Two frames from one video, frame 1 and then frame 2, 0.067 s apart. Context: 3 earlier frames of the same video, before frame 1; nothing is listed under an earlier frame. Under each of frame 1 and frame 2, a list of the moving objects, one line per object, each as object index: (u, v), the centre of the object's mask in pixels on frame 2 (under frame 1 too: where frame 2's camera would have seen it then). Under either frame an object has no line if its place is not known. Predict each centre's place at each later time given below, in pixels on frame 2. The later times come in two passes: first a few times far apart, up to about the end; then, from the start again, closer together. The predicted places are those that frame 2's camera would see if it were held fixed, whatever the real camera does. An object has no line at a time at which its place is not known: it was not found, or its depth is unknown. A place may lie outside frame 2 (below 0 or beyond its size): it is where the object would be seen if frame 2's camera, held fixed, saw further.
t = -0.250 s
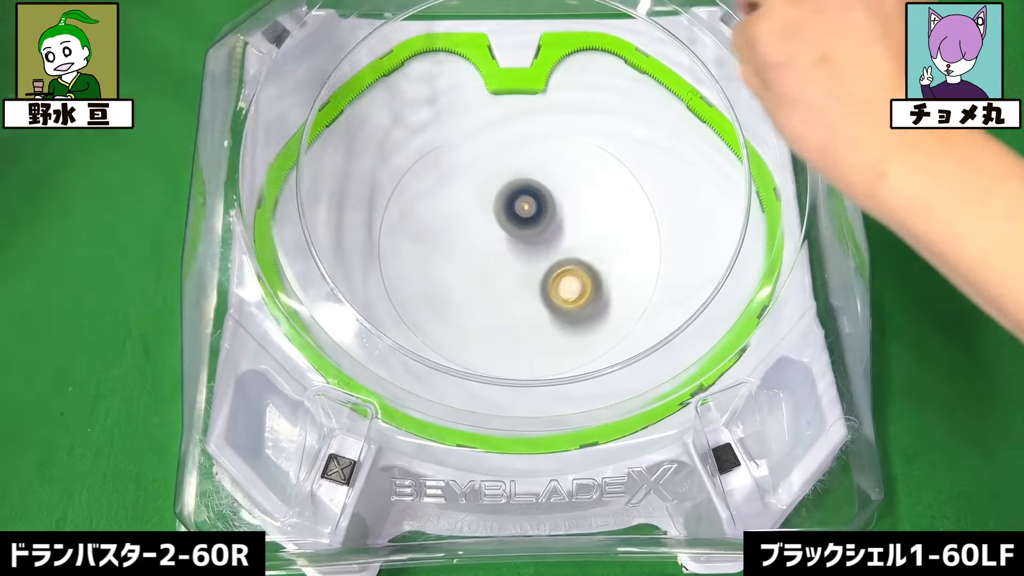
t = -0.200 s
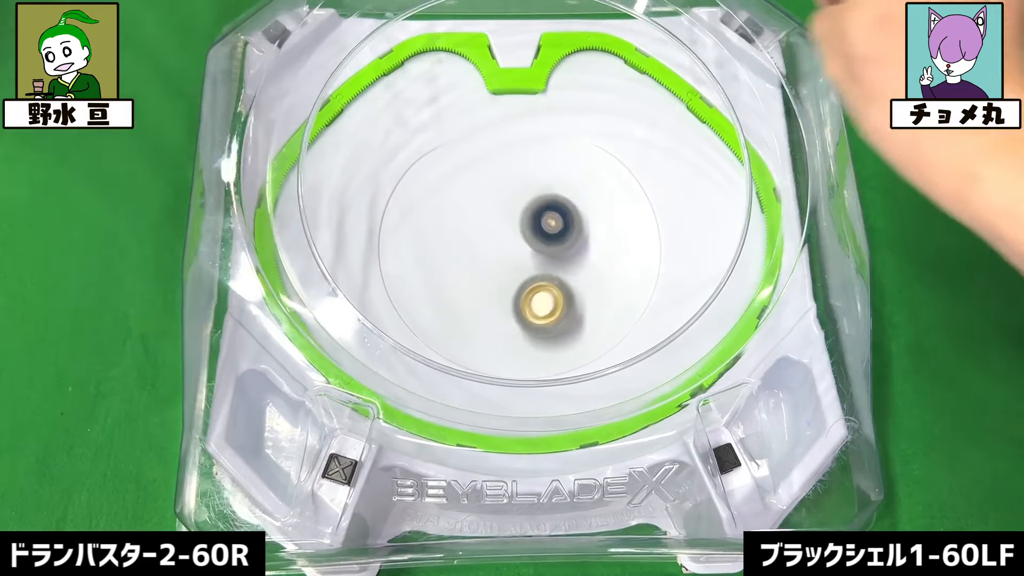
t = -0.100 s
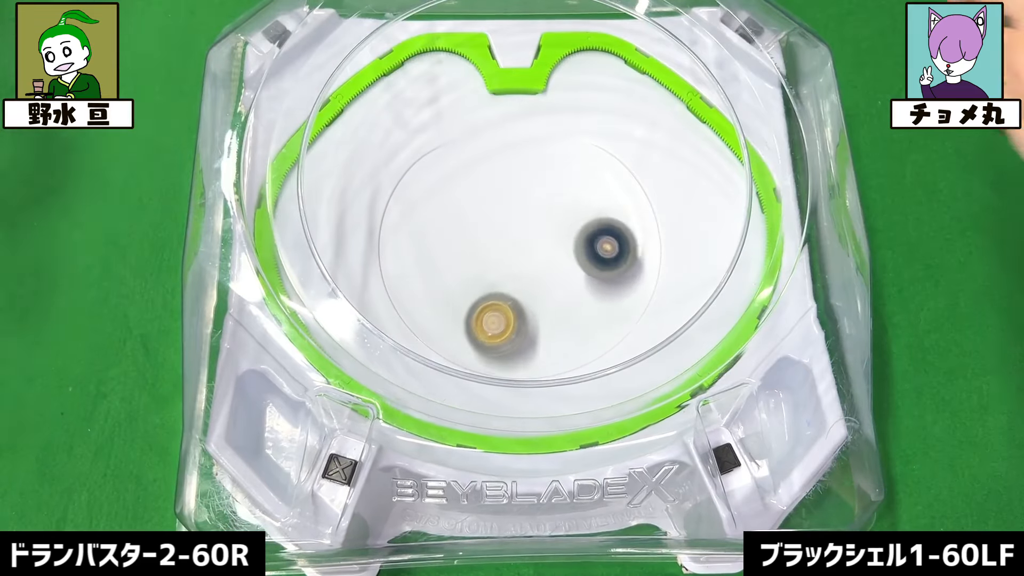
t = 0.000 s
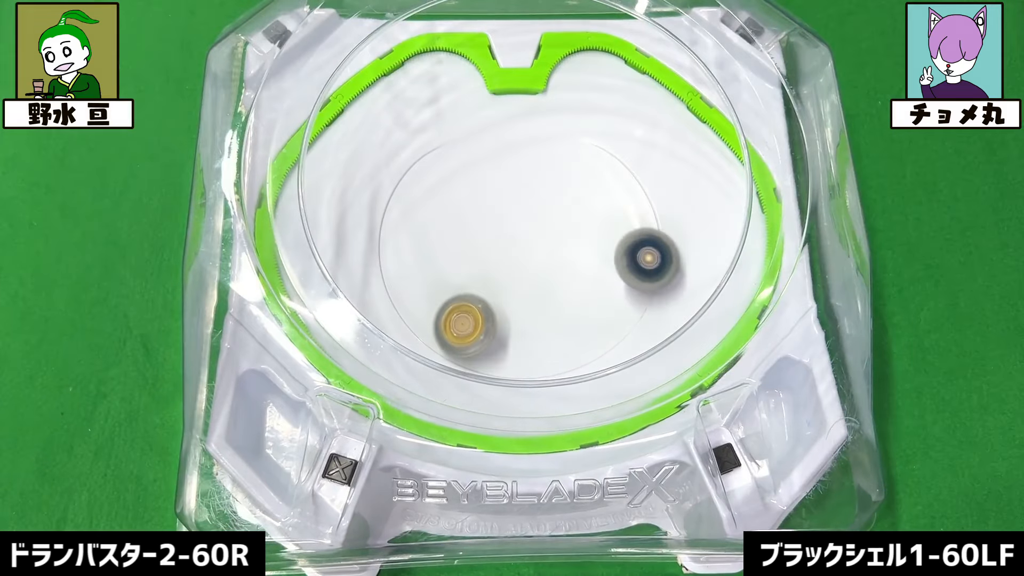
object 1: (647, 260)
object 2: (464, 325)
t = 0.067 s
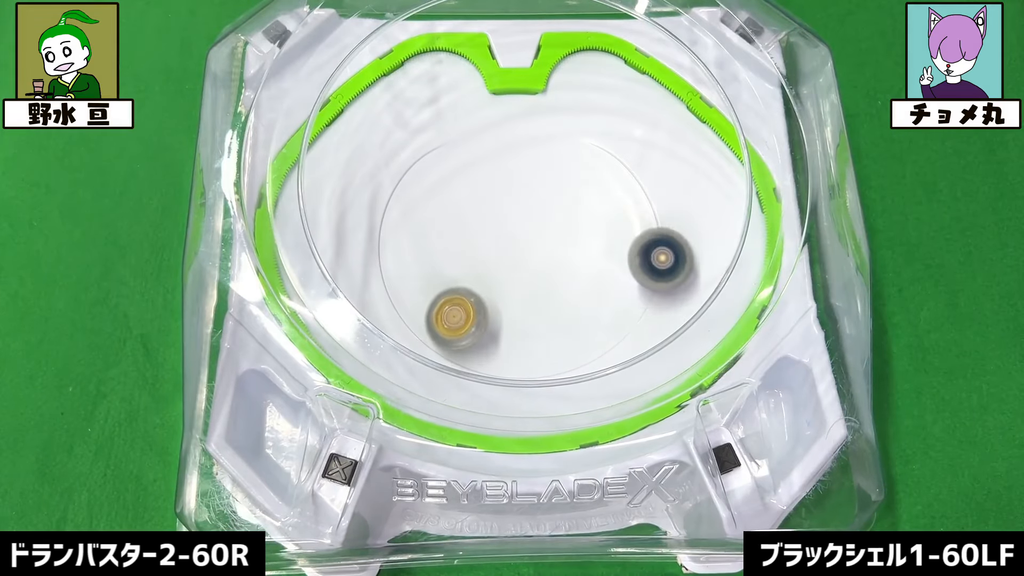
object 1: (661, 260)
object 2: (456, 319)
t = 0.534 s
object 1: (508, 167)
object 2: (578, 249)
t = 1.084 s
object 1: (340, 182)
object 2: (763, 215)
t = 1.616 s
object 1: (564, 325)
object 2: (418, 255)
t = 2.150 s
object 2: (684, 106)
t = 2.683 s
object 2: (776, 222)
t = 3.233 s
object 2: (453, 340)
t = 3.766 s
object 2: (366, 186)
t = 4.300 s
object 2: (674, 242)
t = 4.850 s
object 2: (305, 304)
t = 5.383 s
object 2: (517, 224)
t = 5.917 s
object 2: (391, 91)
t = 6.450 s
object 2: (492, 242)
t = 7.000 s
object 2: (393, 20)
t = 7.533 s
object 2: (339, 124)
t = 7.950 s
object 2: (779, 146)
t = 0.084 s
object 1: (660, 259)
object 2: (456, 316)
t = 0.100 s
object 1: (657, 257)
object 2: (457, 313)
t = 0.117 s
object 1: (654, 255)
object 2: (458, 310)
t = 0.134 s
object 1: (650, 253)
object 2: (460, 307)
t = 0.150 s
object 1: (646, 250)
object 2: (462, 304)
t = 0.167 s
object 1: (641, 248)
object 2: (465, 300)
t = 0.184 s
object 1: (635, 244)
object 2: (469, 296)
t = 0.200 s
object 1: (629, 241)
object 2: (473, 292)
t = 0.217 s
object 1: (622, 237)
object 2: (477, 288)
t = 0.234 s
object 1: (615, 233)
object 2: (482, 284)
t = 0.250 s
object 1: (607, 229)
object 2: (487, 280)
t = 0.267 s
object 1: (599, 224)
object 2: (493, 276)
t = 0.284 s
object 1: (592, 220)
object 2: (498, 272)
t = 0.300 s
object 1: (583, 215)
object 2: (504, 268)
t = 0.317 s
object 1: (575, 210)
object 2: (510, 264)
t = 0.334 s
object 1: (568, 206)
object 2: (517, 260)
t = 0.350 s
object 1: (561, 201)
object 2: (523, 258)
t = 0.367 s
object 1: (554, 196)
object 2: (529, 254)
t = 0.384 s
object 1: (547, 191)
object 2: (534, 252)
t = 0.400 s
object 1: (541, 186)
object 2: (540, 250)
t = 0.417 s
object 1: (535, 182)
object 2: (546, 248)
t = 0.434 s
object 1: (530, 177)
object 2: (551, 248)
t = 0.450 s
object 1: (525, 172)
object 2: (556, 247)
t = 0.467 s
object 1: (521, 169)
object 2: (560, 246)
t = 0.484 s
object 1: (517, 167)
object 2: (565, 246)
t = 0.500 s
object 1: (514, 166)
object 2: (569, 247)
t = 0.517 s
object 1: (511, 166)
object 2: (574, 248)
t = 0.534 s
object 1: (508, 167)
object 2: (578, 249)
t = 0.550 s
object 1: (506, 169)
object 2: (581, 251)
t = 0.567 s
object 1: (504, 172)
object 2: (584, 253)
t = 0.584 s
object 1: (503, 176)
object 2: (587, 255)
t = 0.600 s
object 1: (502, 180)
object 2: (590, 257)
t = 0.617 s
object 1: (502, 185)
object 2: (592, 260)
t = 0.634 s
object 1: (502, 191)
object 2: (594, 263)
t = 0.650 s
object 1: (503, 198)
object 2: (597, 266)
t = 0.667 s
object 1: (505, 205)
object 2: (599, 269)
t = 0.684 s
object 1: (507, 212)
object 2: (601, 272)
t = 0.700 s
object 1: (510, 220)
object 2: (603, 275)
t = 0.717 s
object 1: (514, 228)
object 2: (605, 278)
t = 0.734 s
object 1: (518, 236)
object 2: (607, 281)
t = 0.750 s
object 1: (523, 244)
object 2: (610, 283)
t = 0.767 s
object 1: (529, 252)
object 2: (612, 285)
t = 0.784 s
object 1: (535, 259)
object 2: (615, 288)
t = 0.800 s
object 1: (541, 266)
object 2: (617, 289)
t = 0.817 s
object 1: (549, 273)
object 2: (620, 291)
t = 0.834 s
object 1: (554, 279)
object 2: (623, 291)
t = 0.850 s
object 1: (528, 273)
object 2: (653, 292)
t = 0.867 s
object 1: (501, 266)
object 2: (676, 290)
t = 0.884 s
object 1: (474, 258)
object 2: (698, 288)
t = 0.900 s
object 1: (448, 249)
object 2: (722, 293)
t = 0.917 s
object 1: (424, 241)
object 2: (743, 296)
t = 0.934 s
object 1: (401, 231)
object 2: (765, 301)
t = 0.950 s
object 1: (379, 222)
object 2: (785, 304)
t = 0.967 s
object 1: (369, 214)
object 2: (804, 303)
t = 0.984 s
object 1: (364, 207)
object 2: (802, 287)
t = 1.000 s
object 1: (358, 200)
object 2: (797, 273)
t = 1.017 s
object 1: (353, 196)
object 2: (791, 262)
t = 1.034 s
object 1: (349, 193)
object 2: (784, 251)
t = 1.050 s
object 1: (346, 188)
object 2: (777, 239)
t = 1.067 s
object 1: (342, 184)
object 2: (771, 227)
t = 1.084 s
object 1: (340, 182)
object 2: (763, 215)
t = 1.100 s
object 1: (337, 179)
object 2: (754, 205)
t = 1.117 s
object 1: (336, 179)
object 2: (746, 197)
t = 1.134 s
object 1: (334, 177)
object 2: (738, 186)
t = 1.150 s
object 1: (334, 177)
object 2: (730, 177)
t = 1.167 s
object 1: (334, 177)
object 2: (721, 169)
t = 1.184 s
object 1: (334, 179)
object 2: (714, 161)
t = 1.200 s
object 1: (334, 181)
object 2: (705, 153)
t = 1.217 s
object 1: (335, 182)
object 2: (697, 147)
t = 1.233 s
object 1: (336, 186)
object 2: (688, 140)
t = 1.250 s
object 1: (338, 190)
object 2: (680, 136)
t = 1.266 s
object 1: (341, 194)
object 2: (670, 131)
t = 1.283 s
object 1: (344, 199)
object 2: (662, 128)
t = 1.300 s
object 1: (347, 204)
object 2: (650, 125)
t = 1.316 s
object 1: (351, 210)
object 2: (642, 124)
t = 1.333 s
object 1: (355, 216)
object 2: (632, 124)
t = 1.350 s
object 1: (360, 223)
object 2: (621, 124)
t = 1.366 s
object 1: (365, 230)
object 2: (612, 126)
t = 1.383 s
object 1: (370, 237)
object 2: (601, 128)
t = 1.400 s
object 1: (377, 245)
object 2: (589, 130)
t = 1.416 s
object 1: (385, 254)
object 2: (577, 135)
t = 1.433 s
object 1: (394, 262)
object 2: (564, 140)
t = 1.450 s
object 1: (404, 271)
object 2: (552, 147)
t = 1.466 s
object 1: (415, 279)
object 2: (538, 155)
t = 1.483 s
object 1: (428, 287)
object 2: (523, 162)
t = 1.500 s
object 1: (442, 295)
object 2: (510, 172)
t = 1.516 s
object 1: (456, 301)
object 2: (496, 181)
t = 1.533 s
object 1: (471, 308)
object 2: (481, 192)
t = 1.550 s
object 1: (488, 314)
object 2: (468, 204)
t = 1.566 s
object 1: (505, 317)
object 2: (455, 216)
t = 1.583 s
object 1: (525, 322)
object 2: (442, 229)
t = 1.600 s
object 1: (544, 324)
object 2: (430, 241)
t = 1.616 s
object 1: (564, 325)
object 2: (418, 255)
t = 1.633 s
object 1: (582, 325)
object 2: (408, 269)
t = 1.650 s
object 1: (600, 322)
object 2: (398, 283)
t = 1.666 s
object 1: (620, 321)
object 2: (389, 297)
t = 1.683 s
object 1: (637, 316)
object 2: (390, 305)
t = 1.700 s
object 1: (643, 300)
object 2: (392, 312)
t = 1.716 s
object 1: (649, 286)
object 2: (389, 327)
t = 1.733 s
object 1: (653, 275)
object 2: (389, 341)
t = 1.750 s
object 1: (658, 264)
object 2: (390, 352)
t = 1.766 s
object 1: (657, 249)
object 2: (392, 360)
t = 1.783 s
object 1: (654, 234)
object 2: (392, 375)
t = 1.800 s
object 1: (651, 219)
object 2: (397, 387)
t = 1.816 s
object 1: (647, 205)
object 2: (411, 393)
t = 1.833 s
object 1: (641, 190)
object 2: (438, 390)
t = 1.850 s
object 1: (635, 174)
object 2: (462, 384)
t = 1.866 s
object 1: (628, 160)
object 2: (487, 386)
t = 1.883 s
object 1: (618, 148)
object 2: (514, 388)
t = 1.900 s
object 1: (603, 139)
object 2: (539, 387)
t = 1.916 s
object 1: (590, 133)
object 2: (563, 382)
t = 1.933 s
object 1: (574, 126)
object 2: (585, 378)
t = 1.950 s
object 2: (607, 374)
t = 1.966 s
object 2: (629, 370)
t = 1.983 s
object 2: (651, 364)
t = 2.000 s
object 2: (670, 357)
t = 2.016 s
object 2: (691, 353)
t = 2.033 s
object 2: (703, 321)
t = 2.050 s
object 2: (716, 293)
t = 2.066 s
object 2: (725, 264)
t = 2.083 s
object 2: (736, 236)
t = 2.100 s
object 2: (746, 207)
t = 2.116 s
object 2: (750, 179)
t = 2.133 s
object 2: (717, 140)
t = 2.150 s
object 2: (684, 106)
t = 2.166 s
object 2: (651, 70)
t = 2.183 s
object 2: (606, 43)
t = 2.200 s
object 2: (561, 46)
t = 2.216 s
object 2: (533, 76)
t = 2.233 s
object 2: (504, 107)
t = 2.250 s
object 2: (472, 143)
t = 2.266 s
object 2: (441, 180)
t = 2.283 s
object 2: (408, 222)
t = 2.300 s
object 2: (380, 267)
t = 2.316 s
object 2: (384, 288)
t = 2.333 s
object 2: (391, 309)
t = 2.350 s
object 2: (396, 333)
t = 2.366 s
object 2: (404, 360)
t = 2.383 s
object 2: (410, 391)
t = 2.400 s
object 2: (420, 424)
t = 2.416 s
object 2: (450, 415)
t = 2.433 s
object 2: (482, 404)
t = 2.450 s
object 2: (515, 391)
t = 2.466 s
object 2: (547, 384)
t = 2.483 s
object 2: (579, 377)
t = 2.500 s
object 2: (609, 372)
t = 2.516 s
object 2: (638, 367)
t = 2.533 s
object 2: (663, 360)
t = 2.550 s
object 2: (688, 344)
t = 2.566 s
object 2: (714, 329)
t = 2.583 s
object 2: (737, 316)
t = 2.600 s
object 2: (756, 301)
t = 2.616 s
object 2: (778, 286)
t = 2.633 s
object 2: (797, 269)
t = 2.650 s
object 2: (803, 255)
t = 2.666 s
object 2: (793, 239)
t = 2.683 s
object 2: (776, 222)
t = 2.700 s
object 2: (754, 206)
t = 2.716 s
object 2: (736, 193)
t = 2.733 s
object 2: (718, 175)
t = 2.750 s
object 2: (700, 158)
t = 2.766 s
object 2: (683, 143)
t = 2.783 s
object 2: (663, 123)
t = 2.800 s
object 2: (643, 106)
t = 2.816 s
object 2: (624, 89)
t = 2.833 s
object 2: (605, 72)
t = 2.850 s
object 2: (584, 54)
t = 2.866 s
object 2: (568, 46)
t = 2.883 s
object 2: (567, 56)
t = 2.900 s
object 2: (565, 68)
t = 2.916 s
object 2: (564, 84)
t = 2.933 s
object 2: (561, 101)
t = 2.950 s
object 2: (558, 120)
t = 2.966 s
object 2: (557, 145)
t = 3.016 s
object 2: (555, 235)
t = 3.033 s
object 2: (561, 295)
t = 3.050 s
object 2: (569, 354)
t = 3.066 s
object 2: (579, 414)
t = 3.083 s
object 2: (575, 427)
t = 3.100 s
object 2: (561, 402)
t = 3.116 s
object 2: (547, 381)
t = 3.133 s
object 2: (532, 367)
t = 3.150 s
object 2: (518, 362)
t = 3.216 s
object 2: (462, 344)
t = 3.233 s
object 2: (453, 340)
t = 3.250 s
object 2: (450, 318)
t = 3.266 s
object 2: (448, 297)
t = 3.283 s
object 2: (446, 277)
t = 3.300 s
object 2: (445, 258)
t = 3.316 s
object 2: (444, 241)
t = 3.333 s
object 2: (443, 222)
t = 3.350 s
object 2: (442, 200)
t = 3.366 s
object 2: (440, 180)
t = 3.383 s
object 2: (439, 161)
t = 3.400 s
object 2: (439, 144)
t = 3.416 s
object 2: (438, 125)
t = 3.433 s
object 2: (440, 110)
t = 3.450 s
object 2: (440, 95)
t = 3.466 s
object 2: (440, 82)
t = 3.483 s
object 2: (441, 66)
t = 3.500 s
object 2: (442, 53)
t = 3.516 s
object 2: (440, 39)
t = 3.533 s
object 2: (433, 40)
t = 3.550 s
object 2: (425, 46)
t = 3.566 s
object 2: (417, 54)
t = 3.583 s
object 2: (410, 65)
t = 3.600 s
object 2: (403, 77)
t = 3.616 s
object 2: (397, 92)
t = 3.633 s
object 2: (391, 103)
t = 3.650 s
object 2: (387, 112)
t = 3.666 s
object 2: (382, 122)
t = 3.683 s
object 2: (378, 135)
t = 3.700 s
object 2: (375, 146)
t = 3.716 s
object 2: (372, 156)
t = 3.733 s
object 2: (370, 166)
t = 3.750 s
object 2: (368, 175)
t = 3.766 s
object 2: (366, 186)
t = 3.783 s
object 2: (365, 196)
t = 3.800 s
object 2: (365, 205)
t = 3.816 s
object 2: (365, 214)
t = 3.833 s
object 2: (366, 224)
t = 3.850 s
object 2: (368, 233)
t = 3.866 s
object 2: (371, 242)
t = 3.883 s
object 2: (374, 250)
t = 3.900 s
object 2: (378, 259)
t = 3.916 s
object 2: (383, 266)
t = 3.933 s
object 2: (389, 273)
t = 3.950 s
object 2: (395, 279)
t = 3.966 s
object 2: (402, 286)
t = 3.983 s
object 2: (412, 292)
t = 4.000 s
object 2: (422, 298)
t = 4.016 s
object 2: (433, 303)
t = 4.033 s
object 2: (445, 307)
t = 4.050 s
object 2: (458, 309)
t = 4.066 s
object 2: (474, 310)
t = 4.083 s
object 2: (488, 314)
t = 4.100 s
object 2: (505, 314)
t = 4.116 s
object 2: (521, 313)
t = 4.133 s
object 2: (538, 310)
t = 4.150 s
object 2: (554, 308)
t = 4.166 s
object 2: (571, 303)
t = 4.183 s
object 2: (587, 299)
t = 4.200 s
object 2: (603, 293)
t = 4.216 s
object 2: (619, 287)
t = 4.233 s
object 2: (634, 278)
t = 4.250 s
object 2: (649, 270)
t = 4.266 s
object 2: (662, 263)
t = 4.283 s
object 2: (668, 251)
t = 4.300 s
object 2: (674, 242)
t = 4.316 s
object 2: (677, 232)
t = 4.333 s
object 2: (682, 224)
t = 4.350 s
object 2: (688, 214)
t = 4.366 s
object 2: (693, 205)
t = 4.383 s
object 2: (681, 201)
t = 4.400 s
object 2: (658, 204)
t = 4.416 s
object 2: (634, 206)
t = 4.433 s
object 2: (610, 208)
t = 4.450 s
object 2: (586, 211)
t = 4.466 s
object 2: (562, 213)
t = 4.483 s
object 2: (538, 215)
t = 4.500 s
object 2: (515, 217)
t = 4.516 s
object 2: (493, 219)
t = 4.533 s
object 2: (472, 221)
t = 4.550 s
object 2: (450, 223)
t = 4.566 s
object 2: (430, 224)
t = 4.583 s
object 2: (411, 226)
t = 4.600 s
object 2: (392, 228)
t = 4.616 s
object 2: (375, 230)
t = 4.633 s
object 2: (365, 234)
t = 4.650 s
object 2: (356, 236)
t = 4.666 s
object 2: (349, 240)
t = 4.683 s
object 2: (343, 245)
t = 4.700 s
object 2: (335, 251)
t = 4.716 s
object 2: (329, 254)
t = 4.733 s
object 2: (324, 259)
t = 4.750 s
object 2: (320, 265)
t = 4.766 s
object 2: (316, 270)
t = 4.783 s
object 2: (315, 273)
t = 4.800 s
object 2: (311, 280)
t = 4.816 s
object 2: (309, 285)
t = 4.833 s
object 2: (305, 296)
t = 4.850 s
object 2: (305, 304)
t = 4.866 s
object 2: (303, 311)
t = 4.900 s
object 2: (367, 328)
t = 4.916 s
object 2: (378, 338)
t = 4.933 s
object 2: (404, 348)
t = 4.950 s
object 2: (431, 357)
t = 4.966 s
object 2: (459, 366)
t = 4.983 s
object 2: (485, 371)
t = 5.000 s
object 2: (504, 373)
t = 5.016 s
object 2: (509, 371)
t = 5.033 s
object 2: (514, 370)
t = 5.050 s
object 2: (519, 370)
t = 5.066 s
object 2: (524, 371)
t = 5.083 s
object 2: (529, 367)
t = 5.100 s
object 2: (533, 363)
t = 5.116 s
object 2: (536, 359)
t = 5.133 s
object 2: (540, 357)
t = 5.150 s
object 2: (542, 354)
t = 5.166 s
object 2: (546, 347)
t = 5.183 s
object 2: (546, 340)
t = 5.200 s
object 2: (546, 331)
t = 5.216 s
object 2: (546, 321)
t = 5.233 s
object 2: (546, 314)
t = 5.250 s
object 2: (545, 304)
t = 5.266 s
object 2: (543, 294)
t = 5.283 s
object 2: (541, 284)
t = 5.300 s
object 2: (538, 274)
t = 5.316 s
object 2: (534, 264)
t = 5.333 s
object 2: (531, 255)
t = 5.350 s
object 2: (527, 244)
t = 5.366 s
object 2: (522, 234)
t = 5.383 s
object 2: (517, 224)
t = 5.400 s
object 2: (512, 214)
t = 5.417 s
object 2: (507, 205)
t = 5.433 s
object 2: (501, 196)
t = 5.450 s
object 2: (494, 188)
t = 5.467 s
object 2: (488, 179)
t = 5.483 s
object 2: (482, 171)
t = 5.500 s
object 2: (475, 164)
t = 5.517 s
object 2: (469, 157)
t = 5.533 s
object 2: (463, 150)
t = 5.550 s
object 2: (456, 145)
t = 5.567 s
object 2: (451, 140)
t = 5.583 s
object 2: (444, 136)
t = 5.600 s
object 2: (438, 131)
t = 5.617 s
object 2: (434, 129)
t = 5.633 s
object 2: (430, 128)
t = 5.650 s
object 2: (425, 127)
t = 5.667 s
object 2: (421, 125)
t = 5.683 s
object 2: (418, 123)
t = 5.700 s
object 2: (415, 122)
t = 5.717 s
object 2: (412, 121)
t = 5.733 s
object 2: (410, 119)
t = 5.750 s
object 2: (406, 117)
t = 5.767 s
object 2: (403, 114)
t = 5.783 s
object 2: (401, 112)
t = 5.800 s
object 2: (399, 109)
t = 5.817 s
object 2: (397, 107)
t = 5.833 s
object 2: (396, 105)
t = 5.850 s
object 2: (394, 103)
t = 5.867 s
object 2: (393, 100)
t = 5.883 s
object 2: (392, 97)
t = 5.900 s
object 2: (391, 94)
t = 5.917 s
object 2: (391, 91)
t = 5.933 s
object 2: (390, 88)
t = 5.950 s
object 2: (390, 85)
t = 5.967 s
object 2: (390, 81)
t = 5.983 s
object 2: (390, 77)
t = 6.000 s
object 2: (390, 73)
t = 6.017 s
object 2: (391, 69)
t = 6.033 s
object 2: (392, 65)
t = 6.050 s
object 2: (391, 67)
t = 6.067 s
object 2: (393, 79)
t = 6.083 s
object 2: (397, 96)
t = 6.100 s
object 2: (402, 110)
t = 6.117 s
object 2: (406, 124)
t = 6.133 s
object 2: (410, 139)
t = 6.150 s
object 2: (416, 153)
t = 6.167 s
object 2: (421, 169)
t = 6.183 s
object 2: (426, 184)
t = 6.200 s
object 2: (434, 198)
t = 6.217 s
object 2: (441, 214)
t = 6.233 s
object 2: (449, 228)
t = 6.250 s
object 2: (458, 243)
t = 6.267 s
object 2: (467, 255)
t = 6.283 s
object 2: (469, 253)
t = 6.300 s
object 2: (471, 250)
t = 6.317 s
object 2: (472, 247)
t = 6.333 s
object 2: (474, 247)
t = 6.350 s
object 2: (477, 248)
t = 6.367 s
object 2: (478, 250)
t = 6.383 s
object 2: (481, 249)
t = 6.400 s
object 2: (484, 246)
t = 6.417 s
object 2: (487, 244)
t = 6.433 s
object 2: (490, 244)
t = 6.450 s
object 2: (492, 242)
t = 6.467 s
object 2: (497, 241)
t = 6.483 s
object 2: (502, 240)
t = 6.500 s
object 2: (506, 240)
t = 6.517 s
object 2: (512, 239)
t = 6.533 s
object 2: (518, 239)
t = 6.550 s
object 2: (524, 239)
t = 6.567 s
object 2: (531, 239)
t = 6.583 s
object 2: (537, 239)
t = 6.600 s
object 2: (544, 240)
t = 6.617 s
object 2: (552, 241)
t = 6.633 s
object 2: (558, 241)
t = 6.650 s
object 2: (565, 241)
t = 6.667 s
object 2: (573, 243)
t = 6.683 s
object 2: (581, 244)
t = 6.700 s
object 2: (589, 245)
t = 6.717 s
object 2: (596, 245)
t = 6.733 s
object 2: (604, 246)
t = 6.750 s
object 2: (612, 246)
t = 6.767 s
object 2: (619, 247)
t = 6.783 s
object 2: (628, 248)
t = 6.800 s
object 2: (635, 246)
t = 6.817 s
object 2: (614, 221)
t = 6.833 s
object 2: (589, 191)
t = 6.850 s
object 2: (564, 168)
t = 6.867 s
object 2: (538, 143)
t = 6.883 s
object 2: (516, 117)
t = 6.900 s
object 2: (492, 93)
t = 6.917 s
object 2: (470, 71)
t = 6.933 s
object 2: (447, 48)
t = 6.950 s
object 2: (425, 32)
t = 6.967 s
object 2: (414, 22)
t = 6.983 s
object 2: (405, 18)
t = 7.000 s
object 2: (393, 20)
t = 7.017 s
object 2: (381, 28)
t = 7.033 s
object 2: (372, 32)
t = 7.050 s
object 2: (363, 35)
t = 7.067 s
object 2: (354, 39)
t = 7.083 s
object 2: (344, 45)
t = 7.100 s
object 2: (336, 47)
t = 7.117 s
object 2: (327, 51)
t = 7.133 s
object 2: (319, 53)
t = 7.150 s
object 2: (313, 58)
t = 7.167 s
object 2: (307, 62)
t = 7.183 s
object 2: (302, 69)
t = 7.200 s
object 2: (298, 73)
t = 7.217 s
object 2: (293, 76)
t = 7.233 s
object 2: (289, 79)
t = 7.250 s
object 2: (287, 83)
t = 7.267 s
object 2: (285, 87)
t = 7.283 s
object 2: (283, 88)
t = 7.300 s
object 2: (282, 92)
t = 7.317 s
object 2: (281, 94)
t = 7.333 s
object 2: (281, 96)
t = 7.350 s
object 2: (282, 98)
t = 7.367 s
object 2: (282, 100)
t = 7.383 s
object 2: (283, 101)
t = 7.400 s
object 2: (285, 103)
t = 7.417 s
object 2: (287, 104)
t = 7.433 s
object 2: (291, 105)
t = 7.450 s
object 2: (299, 108)
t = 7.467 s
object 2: (305, 109)
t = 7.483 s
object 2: (313, 111)
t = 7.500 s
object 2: (320, 113)
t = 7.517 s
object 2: (329, 117)
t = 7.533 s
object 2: (339, 124)
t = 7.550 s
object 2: (346, 129)
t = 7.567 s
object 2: (356, 133)
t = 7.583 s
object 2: (364, 137)
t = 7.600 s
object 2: (374, 141)
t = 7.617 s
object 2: (392, 133)
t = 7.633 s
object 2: (425, 113)
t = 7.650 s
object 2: (459, 94)
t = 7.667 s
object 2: (490, 78)
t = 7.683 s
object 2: (523, 65)
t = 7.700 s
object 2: (553, 54)
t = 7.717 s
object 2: (583, 40)
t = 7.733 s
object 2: (613, 27)
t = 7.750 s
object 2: (642, 19)
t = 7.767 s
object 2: (675, 16)
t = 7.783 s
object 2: (692, 21)
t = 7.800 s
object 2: (706, 27)
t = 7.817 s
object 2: (716, 34)
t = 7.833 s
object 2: (725, 44)
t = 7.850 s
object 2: (734, 56)
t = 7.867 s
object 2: (741, 72)
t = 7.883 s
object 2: (749, 90)
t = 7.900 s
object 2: (756, 107)
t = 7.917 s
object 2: (765, 122)
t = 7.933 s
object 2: (773, 132)
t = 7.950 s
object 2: (779, 146)
